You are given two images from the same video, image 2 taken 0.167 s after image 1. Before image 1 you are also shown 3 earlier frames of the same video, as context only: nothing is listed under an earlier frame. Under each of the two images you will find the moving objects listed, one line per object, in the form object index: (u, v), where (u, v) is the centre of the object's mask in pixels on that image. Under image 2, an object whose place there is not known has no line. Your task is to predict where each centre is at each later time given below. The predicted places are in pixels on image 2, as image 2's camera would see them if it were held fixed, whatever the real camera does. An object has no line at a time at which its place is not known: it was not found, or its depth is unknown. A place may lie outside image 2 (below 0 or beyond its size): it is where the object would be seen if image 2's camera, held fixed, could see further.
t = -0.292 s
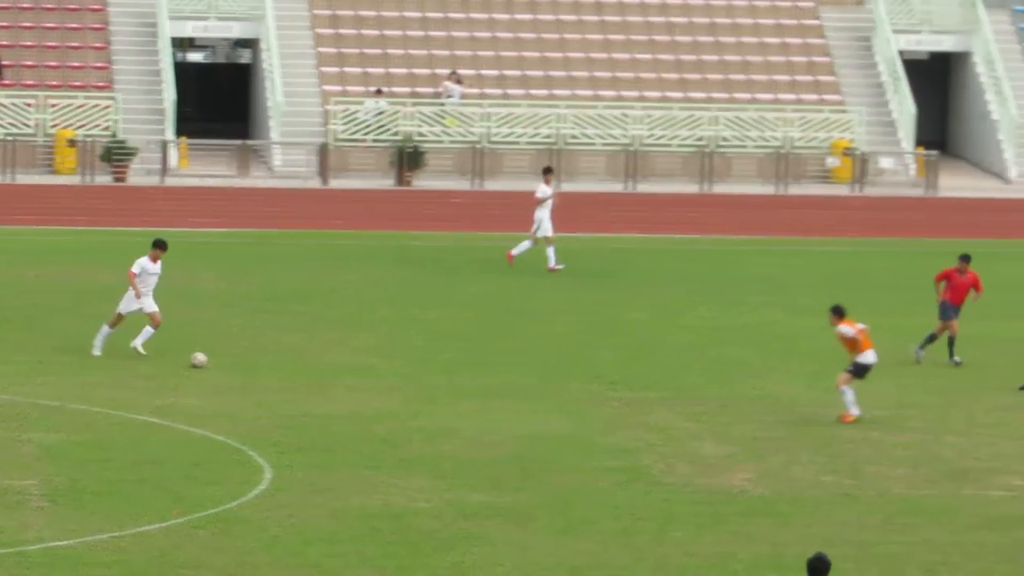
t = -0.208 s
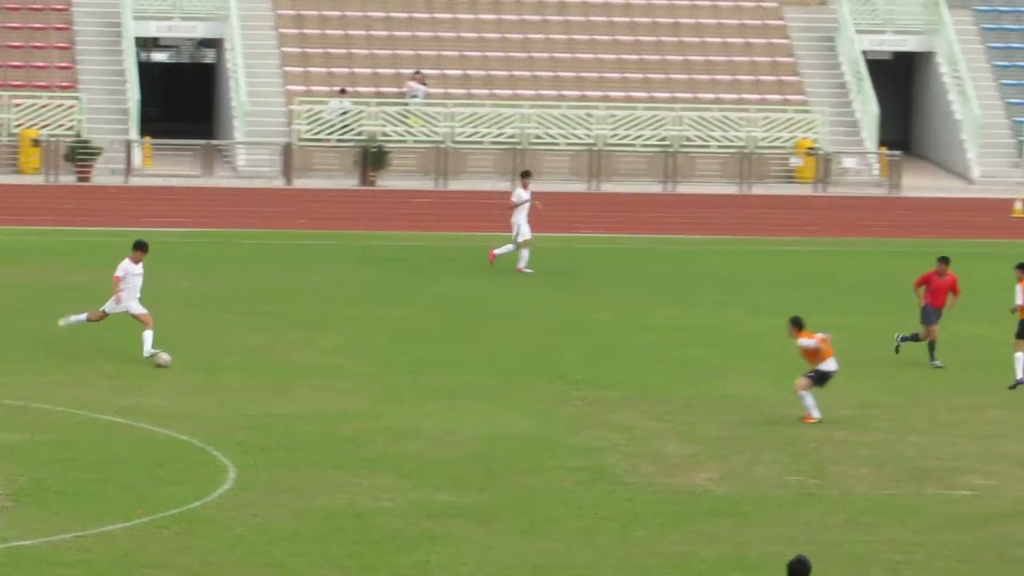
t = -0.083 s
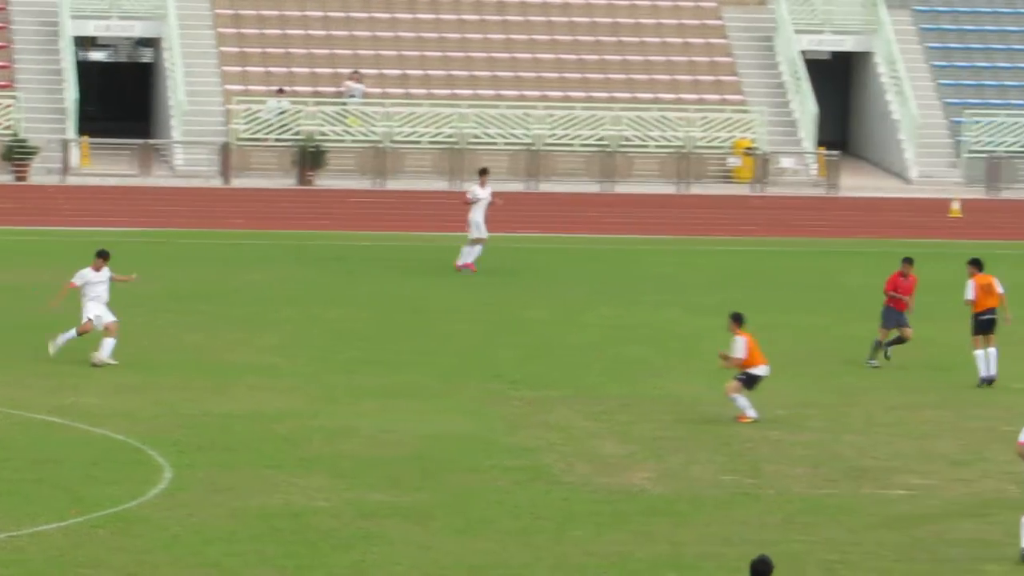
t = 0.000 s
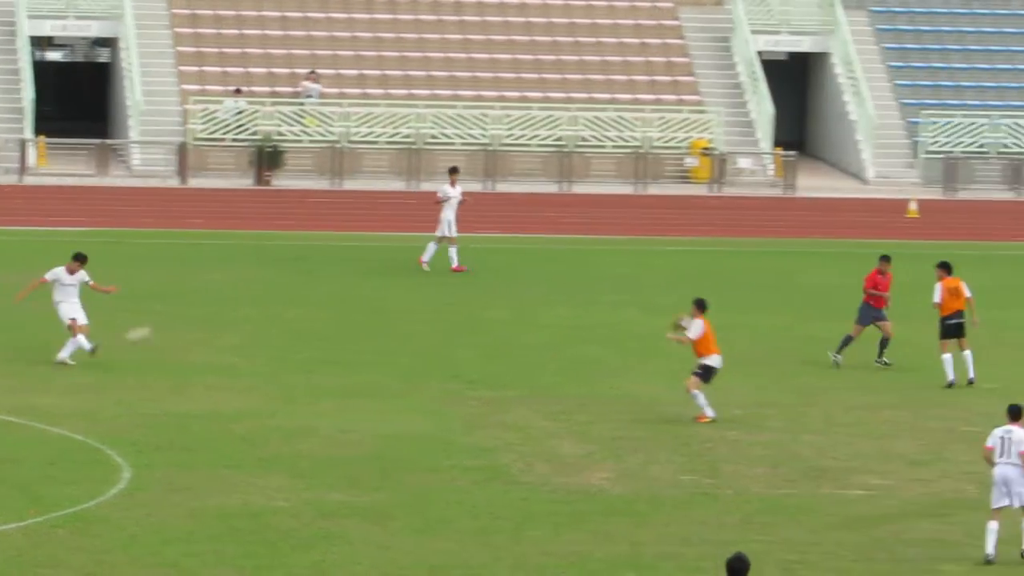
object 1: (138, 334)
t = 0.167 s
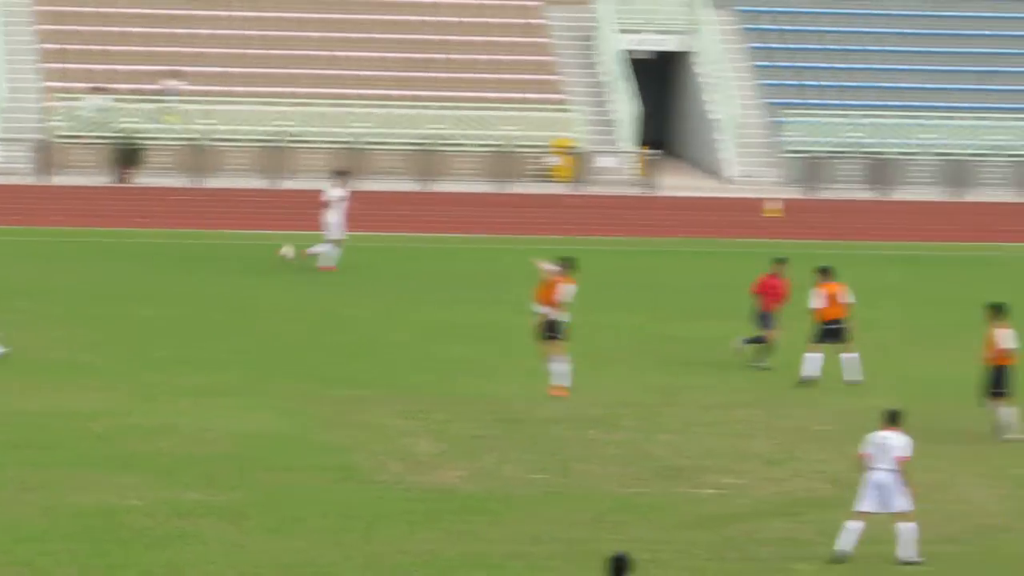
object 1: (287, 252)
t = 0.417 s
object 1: (701, 147)
